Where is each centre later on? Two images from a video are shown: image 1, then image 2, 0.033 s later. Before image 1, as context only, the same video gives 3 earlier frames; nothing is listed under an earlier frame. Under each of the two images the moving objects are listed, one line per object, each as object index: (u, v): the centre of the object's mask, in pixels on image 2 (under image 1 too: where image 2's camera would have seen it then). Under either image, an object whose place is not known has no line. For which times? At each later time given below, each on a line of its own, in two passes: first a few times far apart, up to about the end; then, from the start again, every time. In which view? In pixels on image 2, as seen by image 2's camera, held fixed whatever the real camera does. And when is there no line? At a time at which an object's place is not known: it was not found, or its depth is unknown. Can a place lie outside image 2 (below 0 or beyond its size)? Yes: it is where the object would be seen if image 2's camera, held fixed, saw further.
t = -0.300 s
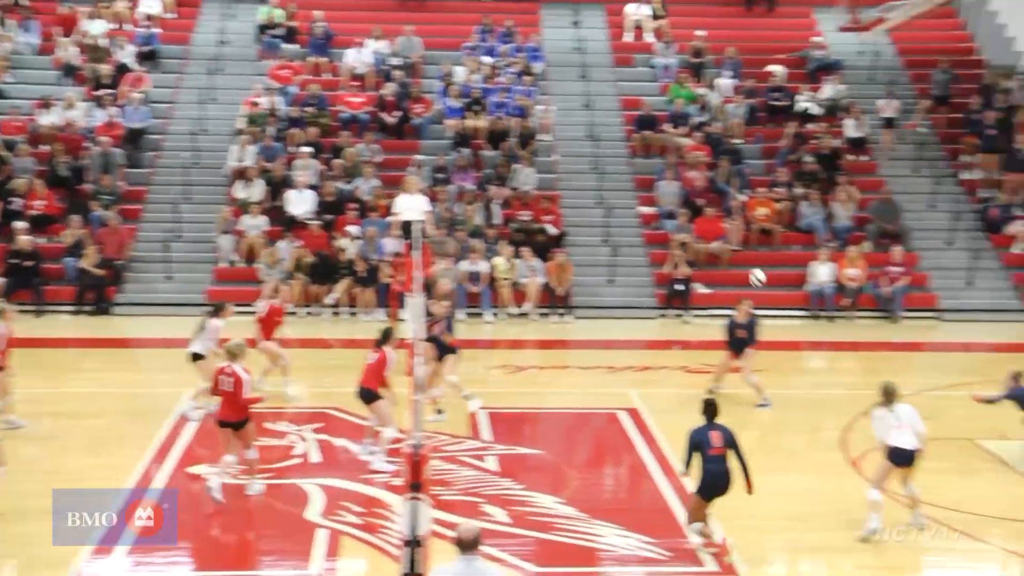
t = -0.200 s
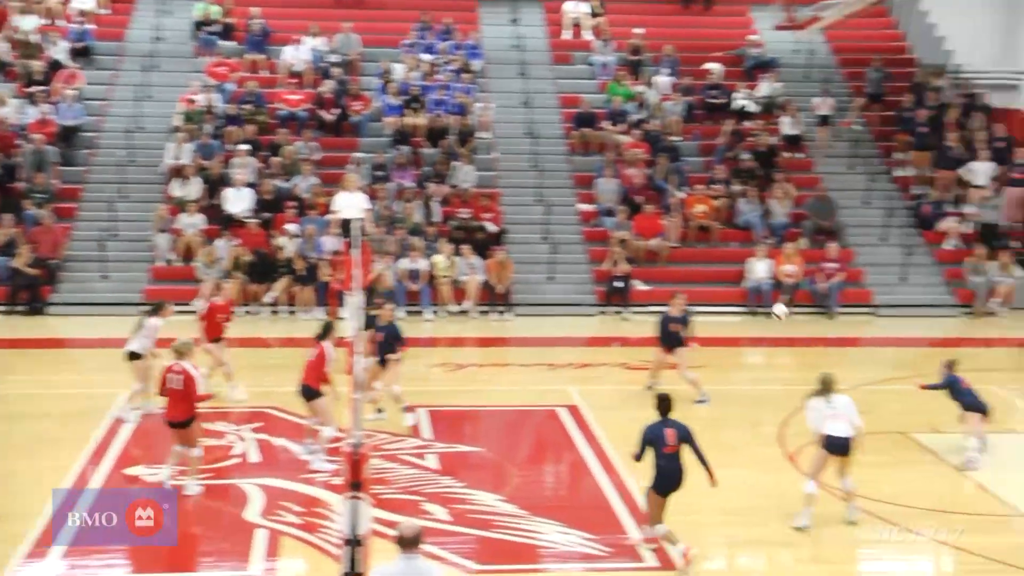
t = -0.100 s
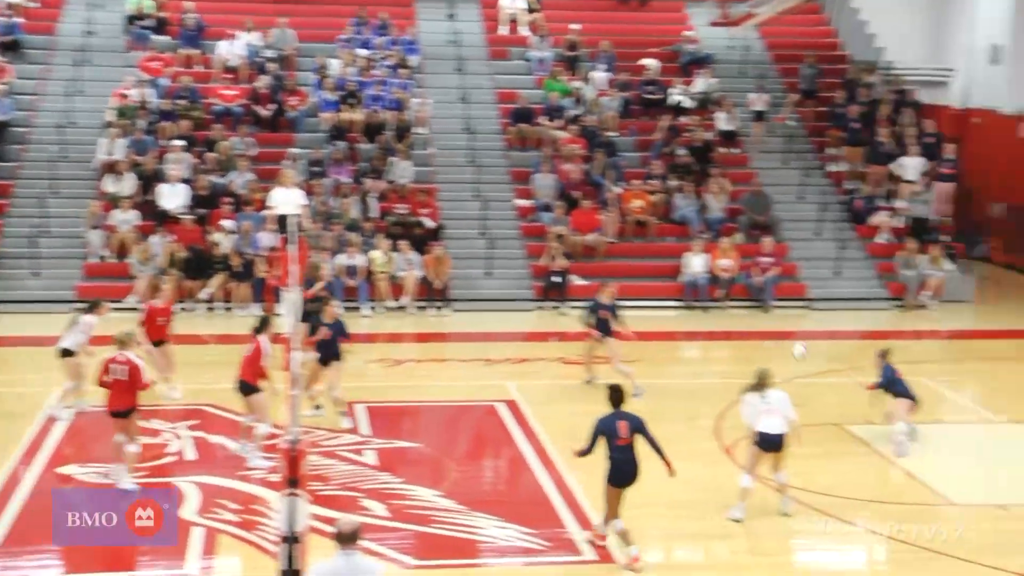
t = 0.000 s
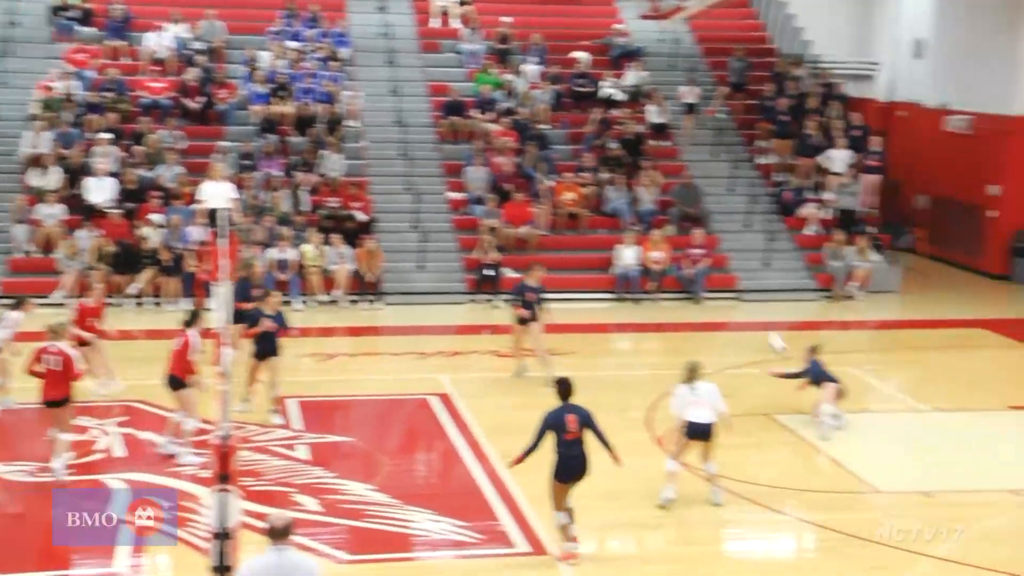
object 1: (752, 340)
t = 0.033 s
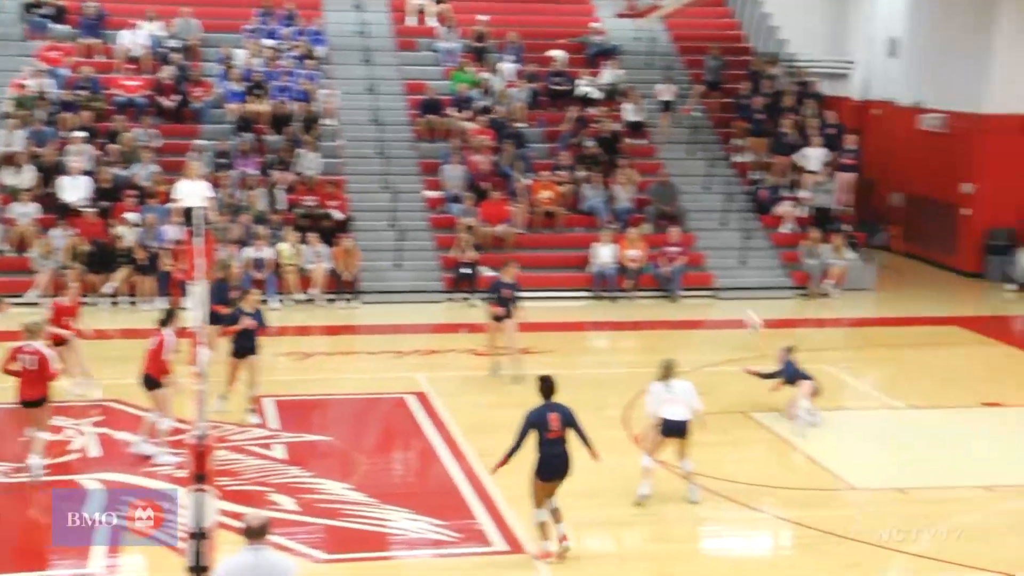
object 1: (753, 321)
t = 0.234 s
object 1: (747, 206)
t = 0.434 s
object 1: (742, 124)
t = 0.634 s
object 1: (737, 67)
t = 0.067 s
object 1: (750, 296)
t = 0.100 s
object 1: (750, 279)
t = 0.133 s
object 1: (749, 259)
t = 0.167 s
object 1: (750, 243)
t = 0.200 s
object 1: (748, 224)
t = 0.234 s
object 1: (747, 206)
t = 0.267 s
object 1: (747, 191)
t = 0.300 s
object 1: (745, 176)
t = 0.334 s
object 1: (744, 162)
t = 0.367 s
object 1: (743, 149)
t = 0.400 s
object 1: (742, 137)
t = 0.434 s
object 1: (742, 124)
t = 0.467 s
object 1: (741, 112)
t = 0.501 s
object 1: (741, 101)
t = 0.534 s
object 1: (740, 92)
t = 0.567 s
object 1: (739, 83)
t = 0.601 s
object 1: (738, 74)
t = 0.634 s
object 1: (737, 67)
